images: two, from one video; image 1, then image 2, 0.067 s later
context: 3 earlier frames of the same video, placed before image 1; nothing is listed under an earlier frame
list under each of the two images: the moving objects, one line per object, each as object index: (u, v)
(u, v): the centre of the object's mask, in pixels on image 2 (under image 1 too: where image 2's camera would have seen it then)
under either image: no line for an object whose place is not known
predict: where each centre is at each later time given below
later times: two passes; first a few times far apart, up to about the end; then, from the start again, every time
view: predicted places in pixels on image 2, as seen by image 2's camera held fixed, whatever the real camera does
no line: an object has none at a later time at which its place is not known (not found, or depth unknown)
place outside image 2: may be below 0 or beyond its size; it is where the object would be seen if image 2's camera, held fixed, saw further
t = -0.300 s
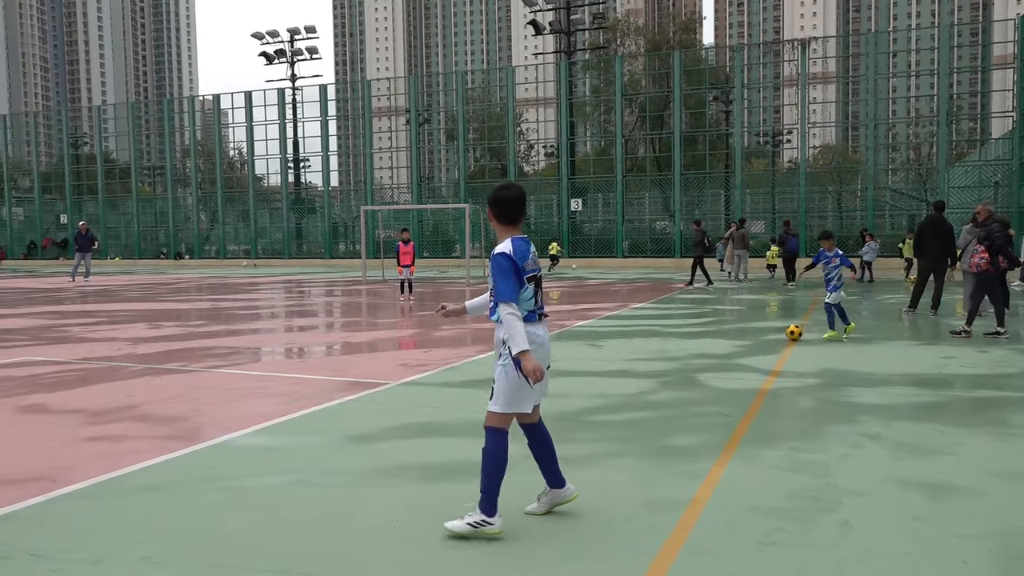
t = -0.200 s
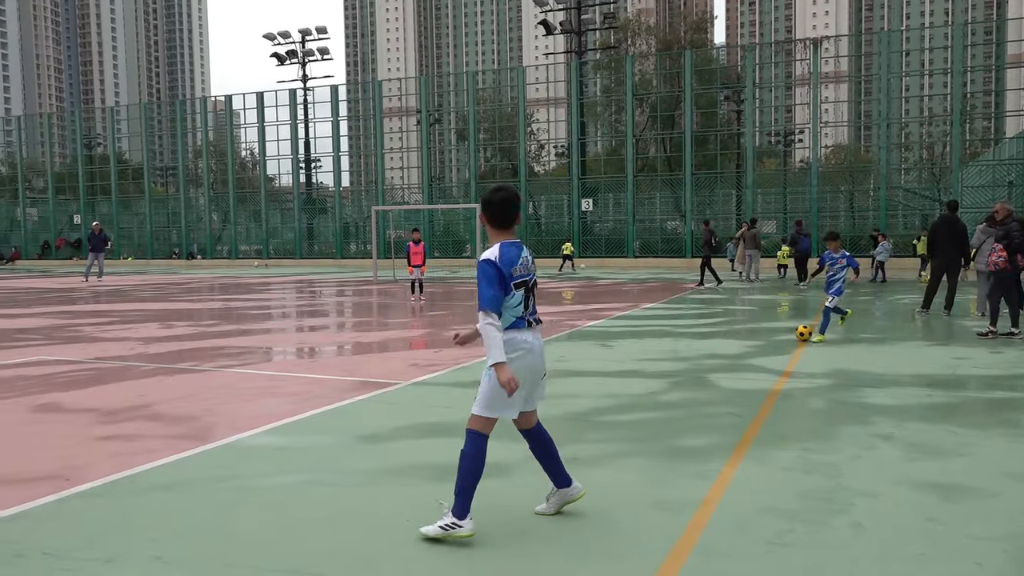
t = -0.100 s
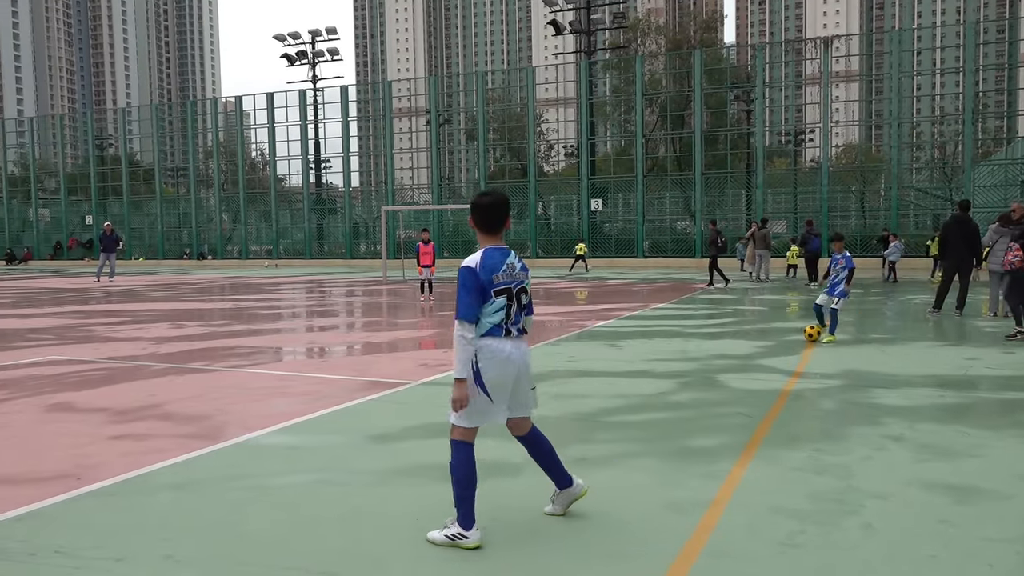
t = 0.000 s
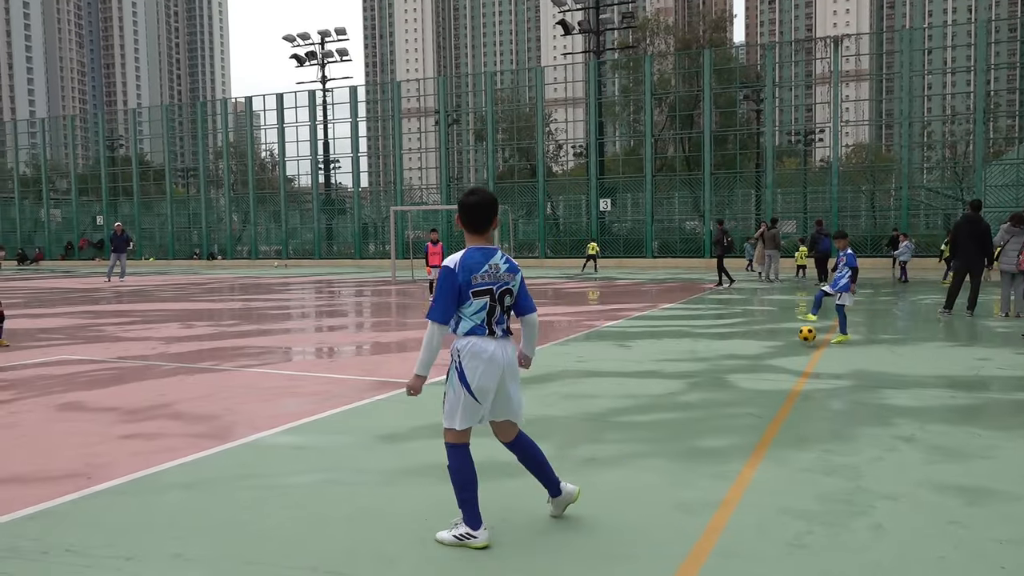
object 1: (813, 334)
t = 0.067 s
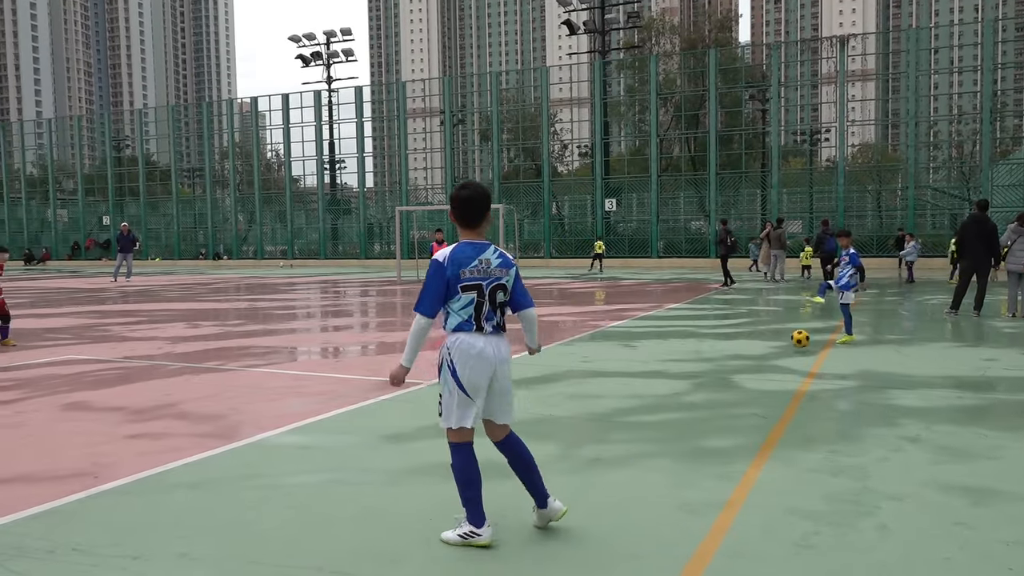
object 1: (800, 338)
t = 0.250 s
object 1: (764, 354)
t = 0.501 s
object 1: (705, 376)
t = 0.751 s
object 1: (628, 404)
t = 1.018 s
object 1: (508, 444)
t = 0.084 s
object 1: (797, 340)
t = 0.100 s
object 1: (794, 342)
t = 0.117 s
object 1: (790, 344)
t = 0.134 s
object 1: (786, 347)
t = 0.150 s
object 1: (783, 350)
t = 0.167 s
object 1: (779, 351)
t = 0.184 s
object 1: (776, 351)
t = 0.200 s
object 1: (773, 352)
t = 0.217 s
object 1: (770, 352)
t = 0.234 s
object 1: (767, 352)
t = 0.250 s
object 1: (764, 354)
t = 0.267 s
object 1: (760, 355)
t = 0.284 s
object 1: (756, 358)
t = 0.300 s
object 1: (754, 360)
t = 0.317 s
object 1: (750, 362)
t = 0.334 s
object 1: (746, 363)
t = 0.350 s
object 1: (742, 364)
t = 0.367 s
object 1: (739, 366)
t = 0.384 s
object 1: (735, 368)
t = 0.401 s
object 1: (730, 368)
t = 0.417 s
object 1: (727, 369)
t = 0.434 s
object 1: (723, 369)
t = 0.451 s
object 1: (719, 370)
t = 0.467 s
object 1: (714, 371)
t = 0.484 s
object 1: (710, 374)
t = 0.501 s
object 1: (705, 376)
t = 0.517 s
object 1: (701, 379)
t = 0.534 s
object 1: (697, 380)
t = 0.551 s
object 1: (692, 381)
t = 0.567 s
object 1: (687, 382)
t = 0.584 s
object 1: (682, 384)
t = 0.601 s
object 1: (677, 387)
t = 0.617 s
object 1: (672, 389)
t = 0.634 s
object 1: (667, 389)
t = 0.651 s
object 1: (662, 390)
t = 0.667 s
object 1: (656, 392)
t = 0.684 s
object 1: (651, 394)
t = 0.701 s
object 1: (645, 396)
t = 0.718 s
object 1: (639, 399)
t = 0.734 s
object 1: (633, 402)
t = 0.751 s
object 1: (628, 404)
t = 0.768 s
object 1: (622, 404)
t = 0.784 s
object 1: (615, 406)
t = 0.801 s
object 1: (608, 408)
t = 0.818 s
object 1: (602, 411)
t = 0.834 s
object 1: (595, 414)
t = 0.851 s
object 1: (588, 419)
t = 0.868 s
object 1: (581, 421)
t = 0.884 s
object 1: (574, 423)
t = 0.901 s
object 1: (566, 424)
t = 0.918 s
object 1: (559, 428)
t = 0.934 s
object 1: (550, 431)
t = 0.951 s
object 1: (542, 435)
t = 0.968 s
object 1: (534, 438)
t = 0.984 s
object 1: (526, 440)
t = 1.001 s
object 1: (517, 441)
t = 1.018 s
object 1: (508, 444)
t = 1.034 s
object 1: (499, 447)
